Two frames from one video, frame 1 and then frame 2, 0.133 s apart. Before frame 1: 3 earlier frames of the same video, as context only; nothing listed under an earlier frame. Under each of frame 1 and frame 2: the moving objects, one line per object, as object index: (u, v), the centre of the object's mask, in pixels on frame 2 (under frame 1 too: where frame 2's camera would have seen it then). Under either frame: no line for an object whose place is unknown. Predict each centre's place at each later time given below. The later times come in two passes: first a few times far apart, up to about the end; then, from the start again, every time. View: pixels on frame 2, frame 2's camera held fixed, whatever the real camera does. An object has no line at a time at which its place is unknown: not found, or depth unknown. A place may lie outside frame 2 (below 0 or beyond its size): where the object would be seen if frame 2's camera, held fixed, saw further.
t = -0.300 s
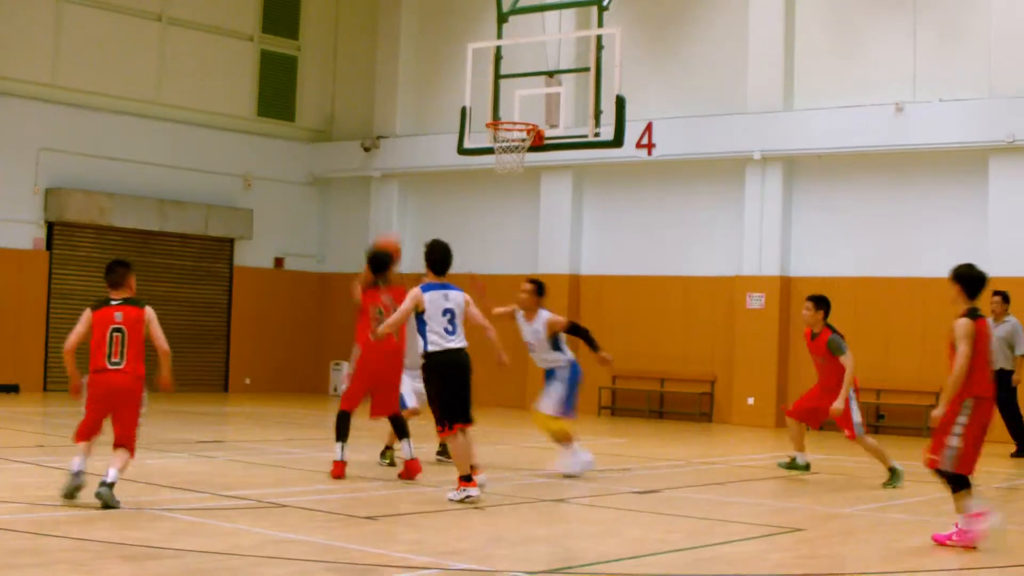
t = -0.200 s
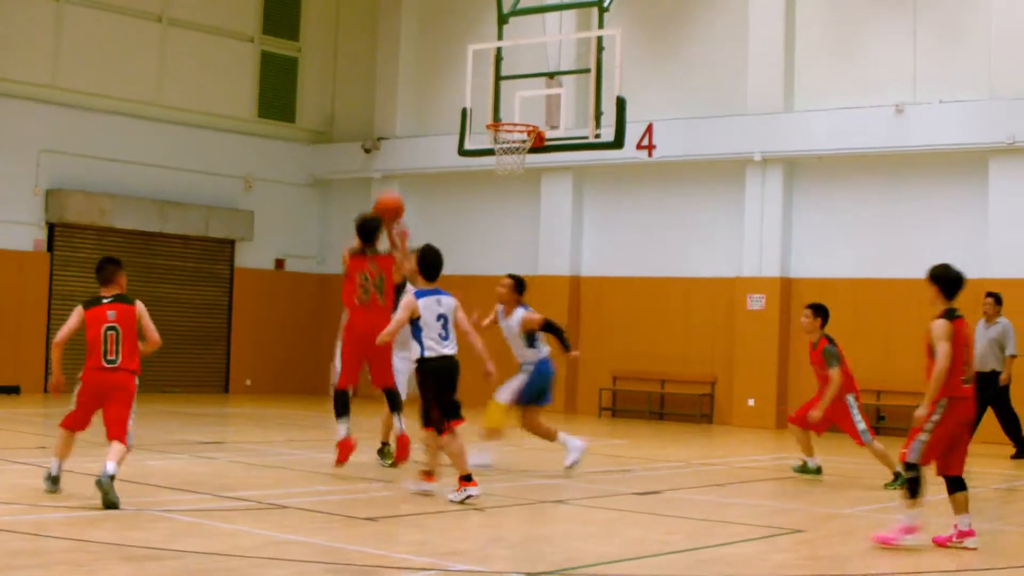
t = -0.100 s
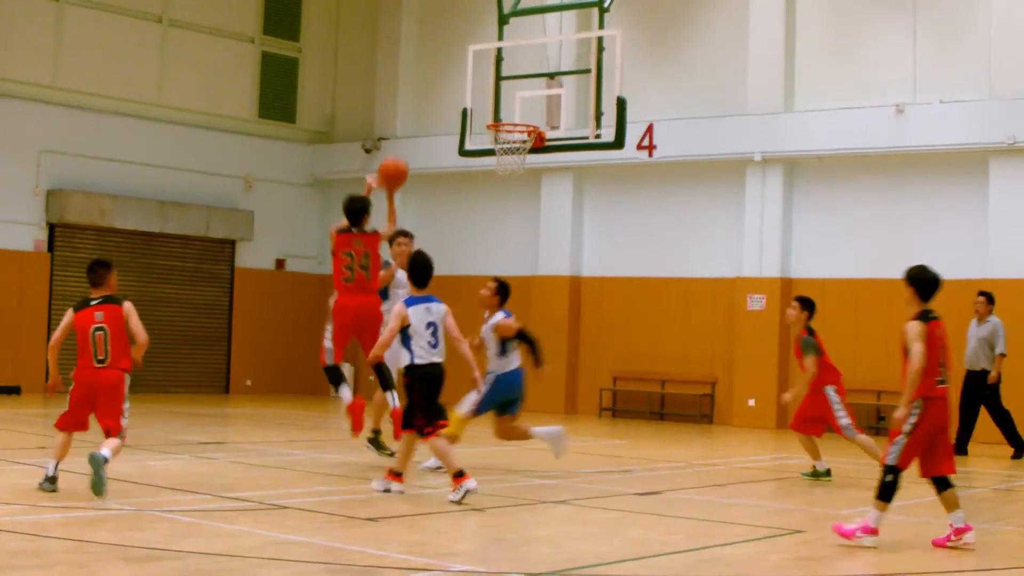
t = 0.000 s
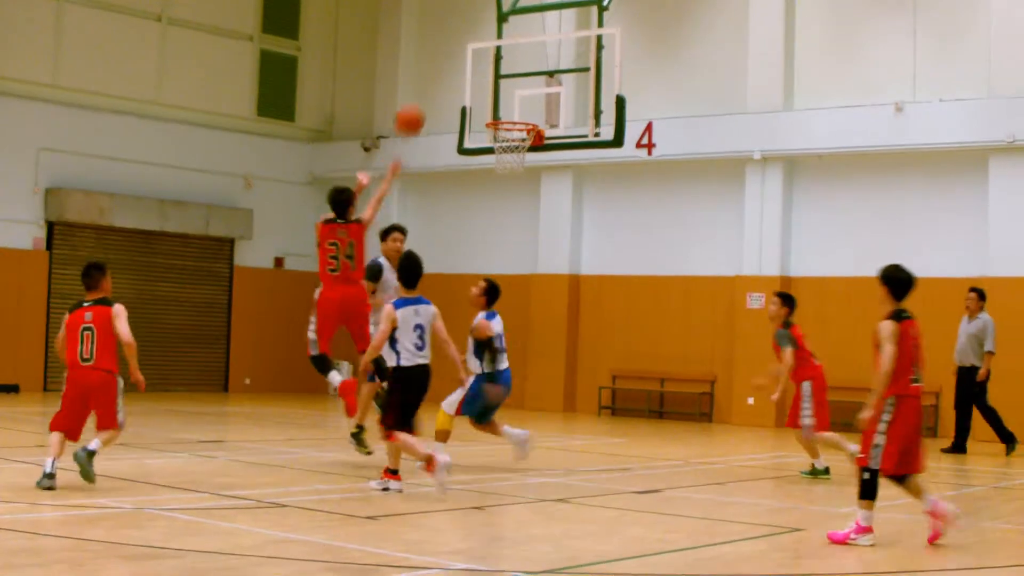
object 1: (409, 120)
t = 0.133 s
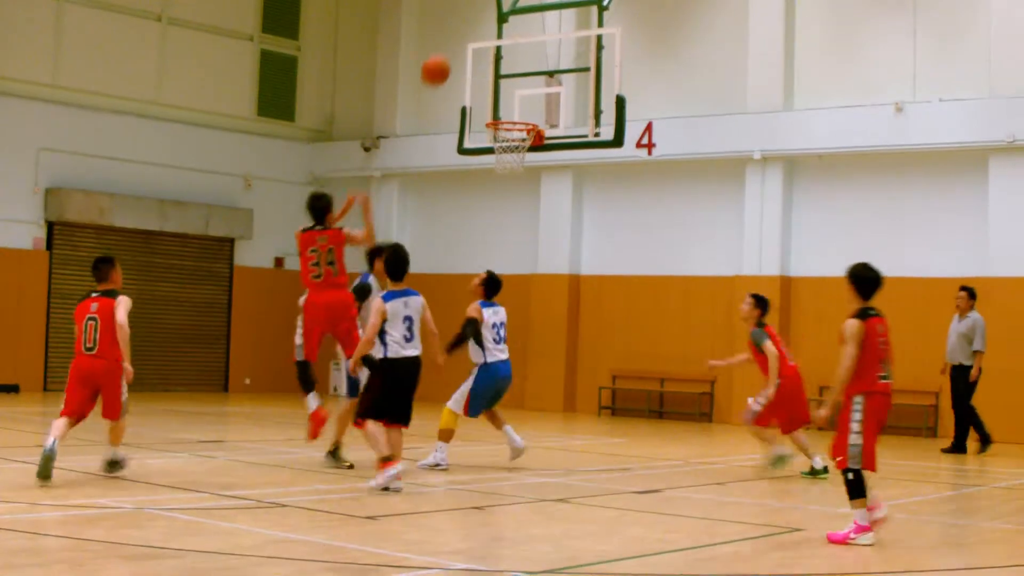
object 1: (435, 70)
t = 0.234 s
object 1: (453, 48)
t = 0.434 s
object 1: (486, 36)
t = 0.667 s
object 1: (519, 74)
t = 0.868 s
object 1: (504, 121)
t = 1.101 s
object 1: (543, 111)
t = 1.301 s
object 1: (562, 127)
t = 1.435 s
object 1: (557, 153)
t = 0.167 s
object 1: (441, 62)
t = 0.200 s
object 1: (447, 55)
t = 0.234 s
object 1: (453, 48)
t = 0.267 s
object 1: (459, 42)
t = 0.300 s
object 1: (464, 39)
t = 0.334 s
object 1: (470, 36)
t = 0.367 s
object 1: (476, 34)
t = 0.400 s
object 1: (481, 34)
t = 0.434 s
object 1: (486, 36)
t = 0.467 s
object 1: (491, 38)
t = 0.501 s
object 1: (496, 41)
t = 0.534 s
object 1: (501, 46)
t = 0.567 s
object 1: (505, 52)
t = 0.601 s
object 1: (510, 58)
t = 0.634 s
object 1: (515, 66)
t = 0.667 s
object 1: (519, 74)
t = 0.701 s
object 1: (524, 84)
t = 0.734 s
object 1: (528, 95)
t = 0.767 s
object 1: (530, 106)
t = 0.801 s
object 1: (523, 115)
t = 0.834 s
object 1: (514, 119)
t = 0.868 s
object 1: (504, 121)
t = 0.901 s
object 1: (501, 120)
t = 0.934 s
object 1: (508, 118)
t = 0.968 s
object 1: (517, 114)
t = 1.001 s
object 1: (526, 113)
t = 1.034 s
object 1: (533, 113)
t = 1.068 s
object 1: (539, 111)
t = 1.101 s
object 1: (543, 111)
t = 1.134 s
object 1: (548, 112)
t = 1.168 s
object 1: (552, 113)
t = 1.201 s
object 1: (556, 115)
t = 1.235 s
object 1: (560, 119)
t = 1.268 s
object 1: (563, 124)
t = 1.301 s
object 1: (562, 127)
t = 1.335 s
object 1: (561, 132)
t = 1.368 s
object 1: (560, 138)
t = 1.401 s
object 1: (558, 144)
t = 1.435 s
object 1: (557, 153)
